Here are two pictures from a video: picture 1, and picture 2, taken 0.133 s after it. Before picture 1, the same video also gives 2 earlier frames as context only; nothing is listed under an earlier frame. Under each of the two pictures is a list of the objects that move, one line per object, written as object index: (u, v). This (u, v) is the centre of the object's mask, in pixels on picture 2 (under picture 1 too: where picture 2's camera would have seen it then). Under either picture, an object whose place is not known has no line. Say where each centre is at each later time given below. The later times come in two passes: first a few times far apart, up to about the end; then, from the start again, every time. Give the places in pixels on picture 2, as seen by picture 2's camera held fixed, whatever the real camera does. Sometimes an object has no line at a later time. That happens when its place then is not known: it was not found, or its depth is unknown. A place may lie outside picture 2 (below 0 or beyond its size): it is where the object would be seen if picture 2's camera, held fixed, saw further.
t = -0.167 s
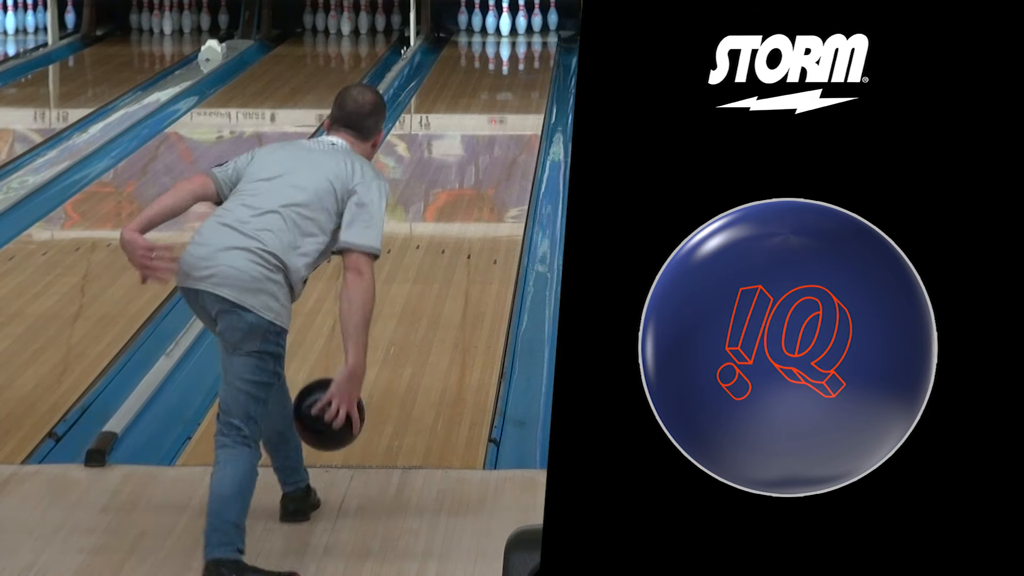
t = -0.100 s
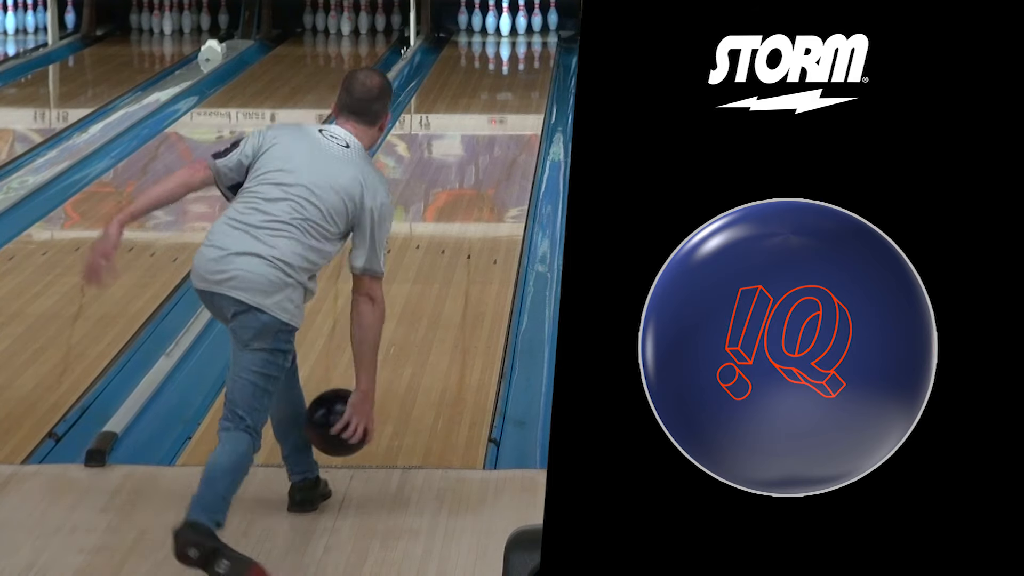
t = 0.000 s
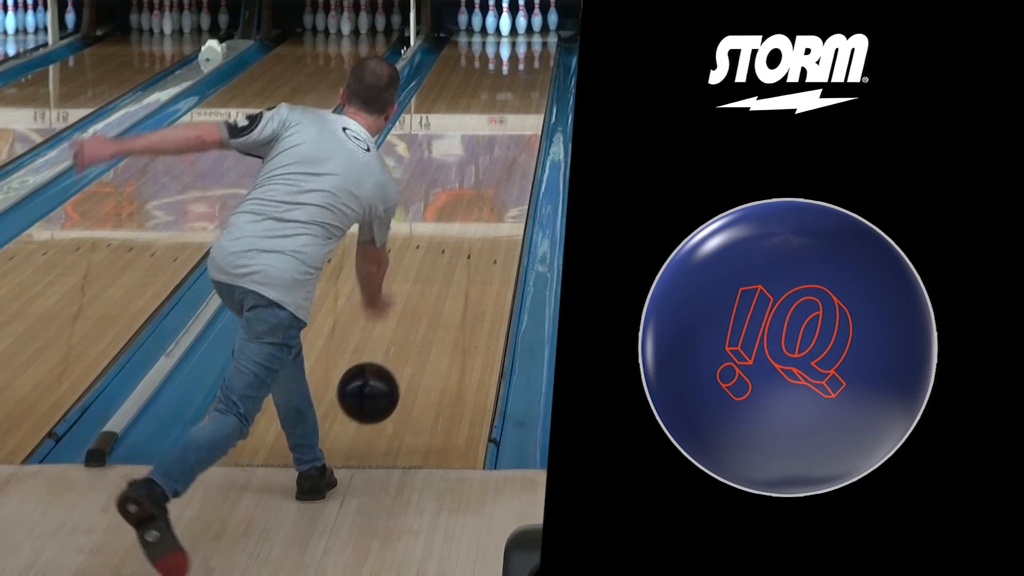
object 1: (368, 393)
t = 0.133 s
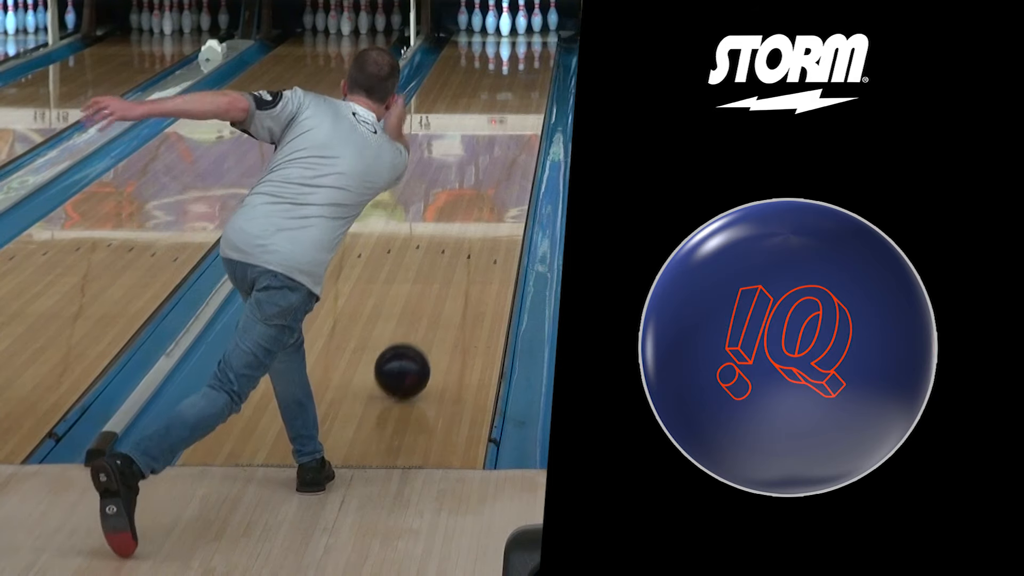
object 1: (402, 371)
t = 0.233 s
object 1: (422, 327)
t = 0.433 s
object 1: (456, 269)
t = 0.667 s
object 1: (484, 212)
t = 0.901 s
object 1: (506, 169)
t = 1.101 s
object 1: (519, 140)
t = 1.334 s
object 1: (529, 112)
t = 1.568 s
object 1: (534, 88)
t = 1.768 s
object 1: (534, 71)
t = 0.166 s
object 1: (409, 352)
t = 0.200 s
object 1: (416, 338)
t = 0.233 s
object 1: (422, 327)
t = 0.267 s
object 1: (429, 319)
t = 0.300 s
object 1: (435, 309)
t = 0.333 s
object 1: (440, 298)
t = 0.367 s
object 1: (446, 288)
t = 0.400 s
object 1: (451, 278)
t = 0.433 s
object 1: (456, 269)
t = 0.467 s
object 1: (460, 259)
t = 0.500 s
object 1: (465, 251)
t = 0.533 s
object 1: (469, 243)
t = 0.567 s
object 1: (473, 235)
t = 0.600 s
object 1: (477, 227)
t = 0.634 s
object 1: (481, 219)
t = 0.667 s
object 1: (484, 212)
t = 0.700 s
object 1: (488, 206)
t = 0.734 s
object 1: (491, 199)
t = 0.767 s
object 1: (494, 193)
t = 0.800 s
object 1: (497, 187)
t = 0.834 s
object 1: (500, 181)
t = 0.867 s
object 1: (503, 175)
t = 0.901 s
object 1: (506, 169)
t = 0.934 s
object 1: (508, 164)
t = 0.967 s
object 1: (511, 159)
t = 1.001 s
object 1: (513, 154)
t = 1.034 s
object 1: (515, 149)
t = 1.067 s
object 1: (517, 145)
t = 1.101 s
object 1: (519, 140)
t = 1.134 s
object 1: (521, 136)
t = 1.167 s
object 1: (522, 131)
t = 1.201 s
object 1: (524, 127)
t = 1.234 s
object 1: (525, 123)
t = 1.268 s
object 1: (527, 119)
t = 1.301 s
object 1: (528, 115)
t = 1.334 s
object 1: (529, 112)
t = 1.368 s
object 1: (530, 108)
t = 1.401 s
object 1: (531, 104)
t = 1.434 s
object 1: (532, 101)
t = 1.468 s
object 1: (532, 98)
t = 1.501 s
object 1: (533, 95)
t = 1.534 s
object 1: (533, 92)
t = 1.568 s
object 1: (534, 88)
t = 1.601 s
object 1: (534, 85)
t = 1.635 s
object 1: (534, 82)
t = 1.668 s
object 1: (534, 80)
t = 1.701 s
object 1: (534, 77)
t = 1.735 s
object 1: (534, 74)
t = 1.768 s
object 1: (534, 71)
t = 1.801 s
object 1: (534, 69)
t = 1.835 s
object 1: (533, 66)
